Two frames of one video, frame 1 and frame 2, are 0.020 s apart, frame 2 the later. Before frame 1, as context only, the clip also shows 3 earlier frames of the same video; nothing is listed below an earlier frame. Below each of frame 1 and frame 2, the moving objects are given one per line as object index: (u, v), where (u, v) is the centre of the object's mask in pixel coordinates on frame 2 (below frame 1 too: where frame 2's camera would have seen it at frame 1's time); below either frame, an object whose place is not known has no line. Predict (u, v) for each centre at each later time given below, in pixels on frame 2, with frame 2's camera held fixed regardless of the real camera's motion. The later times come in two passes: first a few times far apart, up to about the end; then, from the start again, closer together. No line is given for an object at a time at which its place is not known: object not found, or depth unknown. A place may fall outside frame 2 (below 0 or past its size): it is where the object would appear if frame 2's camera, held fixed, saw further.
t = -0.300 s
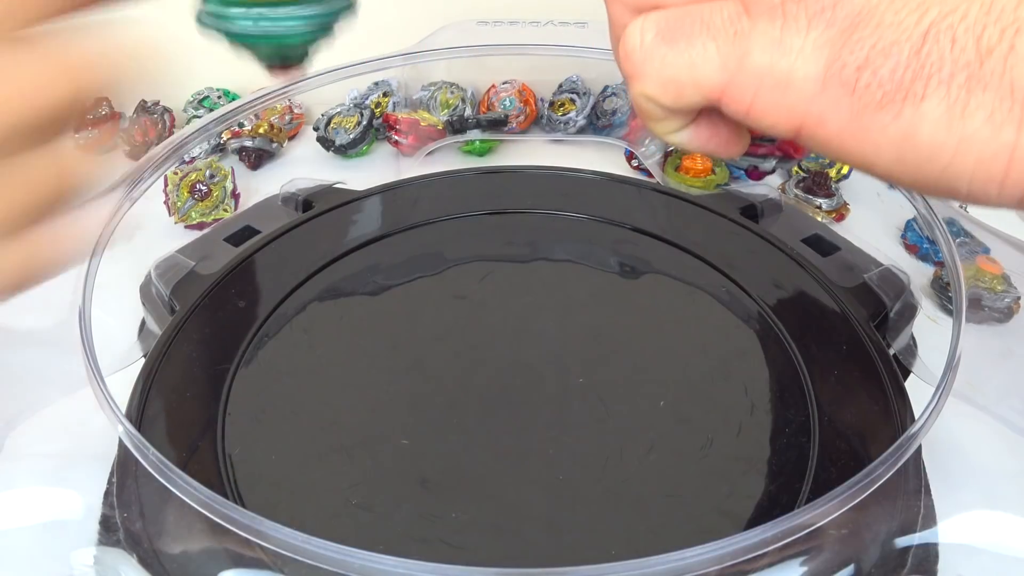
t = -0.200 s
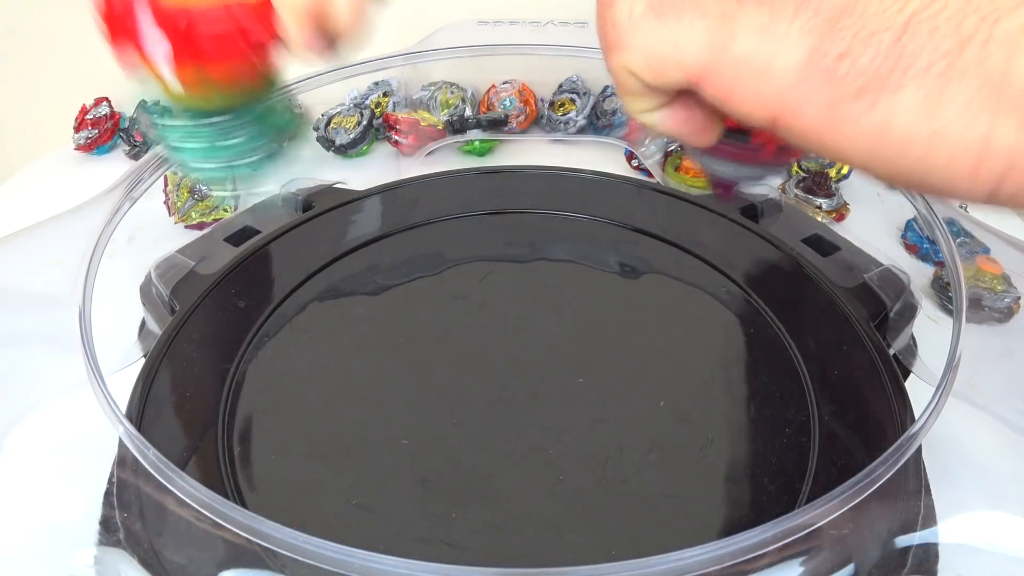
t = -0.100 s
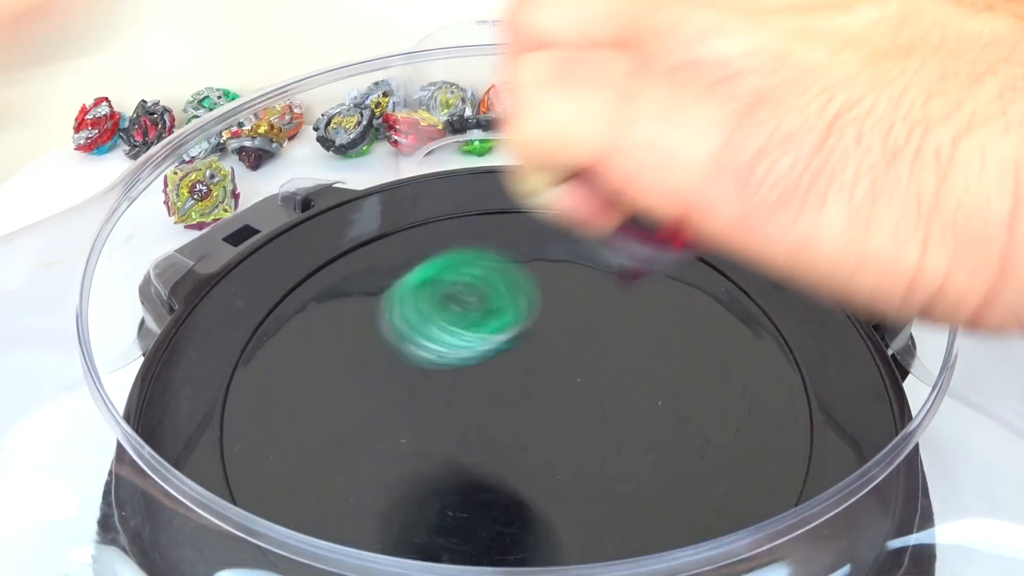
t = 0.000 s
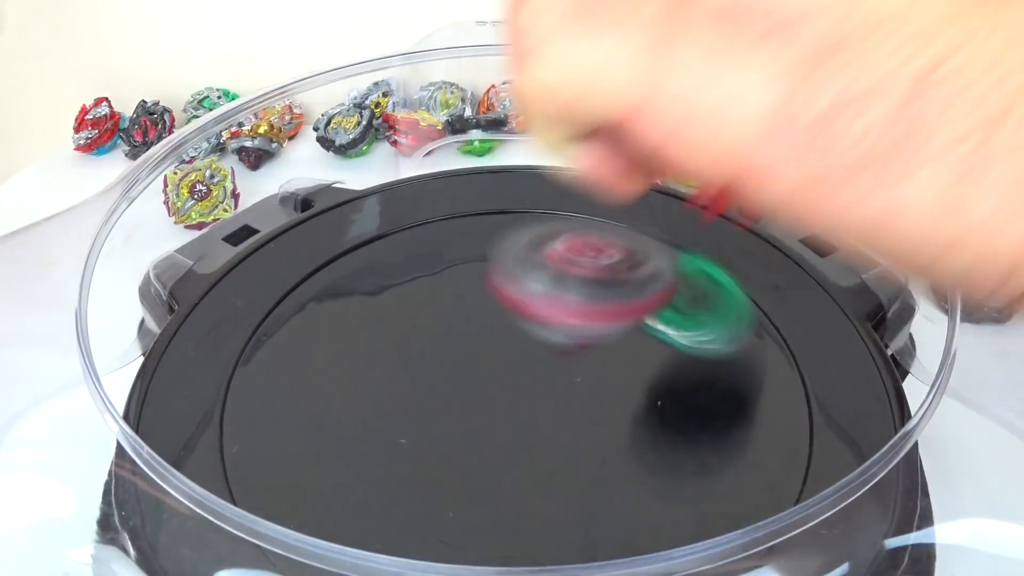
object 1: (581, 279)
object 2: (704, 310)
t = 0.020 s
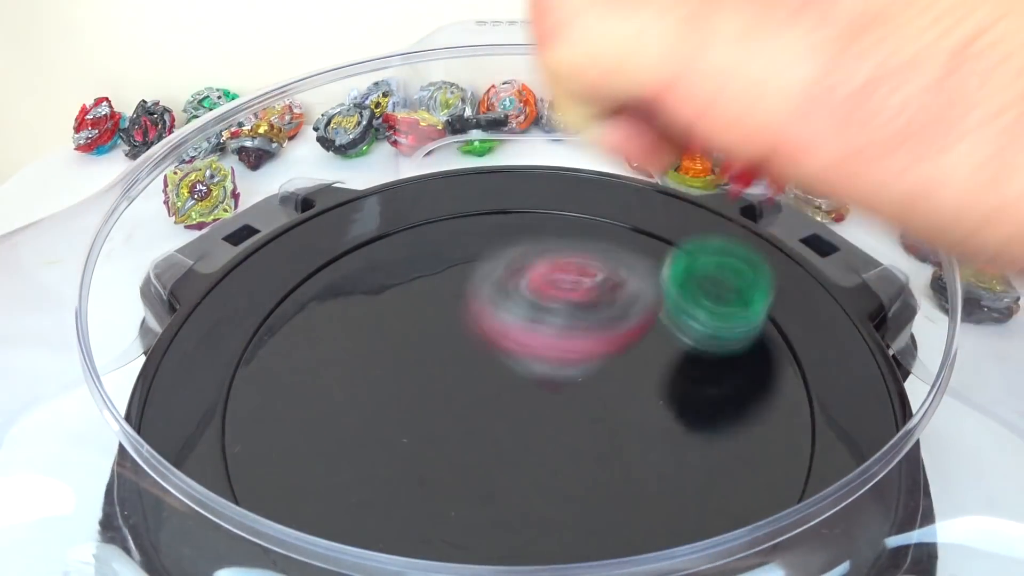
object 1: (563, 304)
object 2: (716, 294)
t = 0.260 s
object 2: (666, 184)
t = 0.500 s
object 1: (515, 389)
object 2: (456, 269)
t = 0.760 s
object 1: (535, 487)
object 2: (333, 309)
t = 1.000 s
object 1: (561, 492)
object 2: (407, 450)
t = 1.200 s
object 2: (392, 398)
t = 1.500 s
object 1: (705, 241)
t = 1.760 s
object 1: (669, 265)
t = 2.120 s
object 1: (505, 335)
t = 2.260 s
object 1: (500, 309)
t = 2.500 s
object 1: (520, 177)
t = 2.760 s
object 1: (494, 260)
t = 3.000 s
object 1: (539, 247)
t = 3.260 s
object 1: (478, 282)
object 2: (503, 377)
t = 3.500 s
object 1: (434, 261)
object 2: (510, 376)
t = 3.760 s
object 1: (452, 261)
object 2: (581, 421)
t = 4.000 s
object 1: (435, 338)
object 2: (618, 389)
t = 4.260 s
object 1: (430, 388)
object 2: (567, 361)
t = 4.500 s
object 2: (516, 346)
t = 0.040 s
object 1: (538, 340)
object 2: (731, 251)
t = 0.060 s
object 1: (514, 388)
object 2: (746, 220)
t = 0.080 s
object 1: (492, 442)
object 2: (760, 190)
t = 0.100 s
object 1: (474, 493)
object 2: (772, 170)
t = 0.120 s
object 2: (768, 162)
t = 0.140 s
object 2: (754, 167)
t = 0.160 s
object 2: (739, 178)
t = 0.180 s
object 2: (723, 198)
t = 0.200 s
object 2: (707, 216)
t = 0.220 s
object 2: (696, 204)
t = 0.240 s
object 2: (682, 191)
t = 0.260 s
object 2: (666, 184)
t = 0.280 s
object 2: (649, 187)
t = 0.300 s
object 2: (631, 195)
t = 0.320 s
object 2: (612, 213)
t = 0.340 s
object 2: (594, 232)
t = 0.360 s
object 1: (443, 431)
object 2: (577, 237)
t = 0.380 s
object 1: (454, 429)
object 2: (561, 234)
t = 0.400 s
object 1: (467, 407)
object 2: (543, 238)
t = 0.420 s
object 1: (479, 392)
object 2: (525, 250)
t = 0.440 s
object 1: (491, 383)
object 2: (507, 268)
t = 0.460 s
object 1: (501, 375)
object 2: (489, 281)
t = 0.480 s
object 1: (507, 374)
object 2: (472, 277)
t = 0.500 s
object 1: (515, 389)
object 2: (456, 269)
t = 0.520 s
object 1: (525, 401)
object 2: (440, 262)
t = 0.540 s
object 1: (536, 414)
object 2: (425, 255)
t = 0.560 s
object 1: (545, 426)
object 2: (410, 249)
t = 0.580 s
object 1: (553, 437)
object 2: (398, 246)
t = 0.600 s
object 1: (560, 446)
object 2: (386, 245)
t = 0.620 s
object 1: (565, 456)
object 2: (375, 245)
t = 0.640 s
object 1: (567, 463)
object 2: (366, 248)
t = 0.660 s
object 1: (567, 471)
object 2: (358, 254)
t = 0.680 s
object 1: (565, 477)
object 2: (352, 261)
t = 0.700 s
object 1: (560, 482)
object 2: (346, 270)
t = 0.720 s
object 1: (553, 487)
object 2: (340, 281)
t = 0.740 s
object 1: (544, 488)
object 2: (336, 294)
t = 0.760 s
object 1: (535, 487)
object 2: (333, 309)
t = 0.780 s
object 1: (526, 484)
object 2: (333, 325)
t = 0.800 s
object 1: (515, 481)
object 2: (335, 343)
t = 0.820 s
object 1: (503, 477)
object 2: (340, 361)
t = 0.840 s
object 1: (491, 472)
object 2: (349, 381)
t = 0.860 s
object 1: (479, 467)
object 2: (360, 399)
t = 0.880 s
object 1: (488, 471)
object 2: (363, 410)
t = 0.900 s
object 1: (505, 477)
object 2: (363, 416)
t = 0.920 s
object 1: (519, 482)
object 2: (366, 422)
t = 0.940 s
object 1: (531, 485)
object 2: (371, 429)
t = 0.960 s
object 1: (543, 489)
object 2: (381, 437)
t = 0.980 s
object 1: (554, 491)
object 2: (393, 443)
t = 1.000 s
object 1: (561, 492)
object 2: (407, 450)
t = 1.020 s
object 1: (568, 493)
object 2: (421, 456)
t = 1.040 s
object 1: (605, 497)
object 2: (415, 450)
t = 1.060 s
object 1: (644, 499)
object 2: (405, 443)
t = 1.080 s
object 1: (679, 497)
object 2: (395, 435)
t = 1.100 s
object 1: (707, 494)
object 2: (390, 429)
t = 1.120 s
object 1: (733, 487)
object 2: (387, 422)
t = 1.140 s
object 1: (752, 483)
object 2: (385, 415)
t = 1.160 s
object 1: (764, 474)
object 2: (386, 409)
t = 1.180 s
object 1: (770, 470)
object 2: (389, 403)
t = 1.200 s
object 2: (392, 398)
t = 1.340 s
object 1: (651, 369)
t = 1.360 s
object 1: (630, 352)
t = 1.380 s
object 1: (608, 342)
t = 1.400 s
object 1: (587, 338)
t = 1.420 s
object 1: (608, 322)
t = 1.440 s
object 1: (636, 295)
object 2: (382, 374)
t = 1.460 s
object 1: (662, 274)
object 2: (342, 374)
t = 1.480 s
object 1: (685, 260)
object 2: (302, 374)
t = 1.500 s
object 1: (705, 241)
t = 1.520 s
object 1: (720, 216)
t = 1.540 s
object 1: (740, 194)
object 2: (214, 369)
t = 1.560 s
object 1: (742, 184)
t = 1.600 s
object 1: (740, 201)
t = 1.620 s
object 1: (729, 218)
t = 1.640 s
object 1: (723, 235)
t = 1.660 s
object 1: (717, 228)
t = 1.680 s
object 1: (710, 221)
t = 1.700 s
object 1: (703, 220)
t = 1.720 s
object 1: (694, 228)
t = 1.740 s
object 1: (682, 242)
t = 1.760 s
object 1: (669, 265)
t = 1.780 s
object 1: (652, 297)
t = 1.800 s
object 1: (633, 330)
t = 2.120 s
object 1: (505, 335)
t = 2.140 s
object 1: (505, 323)
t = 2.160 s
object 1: (504, 318)
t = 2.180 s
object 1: (504, 321)
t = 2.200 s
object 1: (503, 328)
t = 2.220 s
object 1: (502, 320)
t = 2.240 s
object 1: (501, 311)
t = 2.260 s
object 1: (500, 309)
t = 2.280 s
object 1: (500, 311)
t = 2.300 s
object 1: (503, 298)
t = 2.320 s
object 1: (508, 266)
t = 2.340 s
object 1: (511, 240)
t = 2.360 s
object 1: (515, 222)
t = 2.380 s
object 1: (517, 212)
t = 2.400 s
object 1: (519, 206)
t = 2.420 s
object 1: (520, 192)
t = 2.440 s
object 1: (521, 184)
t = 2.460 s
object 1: (521, 180)
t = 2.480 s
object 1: (521, 179)
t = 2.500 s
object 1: (520, 177)
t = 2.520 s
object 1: (517, 176)
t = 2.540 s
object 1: (514, 177)
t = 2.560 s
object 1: (512, 175)
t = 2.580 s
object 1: (509, 178)
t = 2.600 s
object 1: (507, 177)
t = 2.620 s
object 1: (503, 177)
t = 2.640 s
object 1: (500, 183)
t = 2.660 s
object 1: (498, 192)
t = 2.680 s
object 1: (496, 206)
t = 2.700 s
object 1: (495, 219)
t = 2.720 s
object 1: (495, 230)
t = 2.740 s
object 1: (495, 250)
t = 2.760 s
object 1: (494, 260)
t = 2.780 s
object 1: (494, 275)
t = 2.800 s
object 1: (494, 297)
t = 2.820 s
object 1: (496, 308)
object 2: (489, 410)
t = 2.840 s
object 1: (501, 299)
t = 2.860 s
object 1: (510, 282)
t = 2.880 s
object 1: (518, 273)
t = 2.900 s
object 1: (527, 271)
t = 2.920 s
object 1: (530, 260)
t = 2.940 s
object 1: (532, 249)
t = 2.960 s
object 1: (535, 244)
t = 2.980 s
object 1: (537, 246)
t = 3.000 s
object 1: (539, 247)
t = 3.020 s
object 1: (541, 249)
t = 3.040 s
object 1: (540, 247)
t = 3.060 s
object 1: (538, 251)
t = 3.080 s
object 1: (536, 252)
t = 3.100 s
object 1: (532, 253)
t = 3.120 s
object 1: (529, 258)
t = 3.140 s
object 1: (523, 256)
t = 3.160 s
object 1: (517, 261)
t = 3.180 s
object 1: (509, 263)
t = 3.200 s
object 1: (501, 268)
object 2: (499, 414)
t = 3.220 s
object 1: (493, 273)
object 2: (501, 401)
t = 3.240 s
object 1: (485, 276)
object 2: (502, 389)
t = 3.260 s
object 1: (478, 282)
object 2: (503, 377)
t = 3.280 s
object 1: (471, 281)
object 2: (503, 371)
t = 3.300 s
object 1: (464, 271)
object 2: (505, 376)
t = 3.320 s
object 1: (458, 260)
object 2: (506, 380)
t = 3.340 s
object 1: (453, 252)
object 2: (508, 384)
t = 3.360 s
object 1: (446, 245)
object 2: (509, 386)
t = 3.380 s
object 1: (441, 242)
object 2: (510, 388)
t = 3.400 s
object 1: (436, 240)
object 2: (510, 388)
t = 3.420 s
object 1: (433, 241)
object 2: (511, 388)
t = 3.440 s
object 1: (431, 244)
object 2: (511, 386)
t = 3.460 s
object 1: (431, 248)
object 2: (511, 383)
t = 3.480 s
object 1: (432, 254)
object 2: (511, 380)
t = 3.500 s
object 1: (434, 261)
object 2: (510, 376)
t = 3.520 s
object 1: (438, 269)
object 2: (508, 371)
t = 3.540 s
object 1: (443, 278)
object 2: (506, 367)
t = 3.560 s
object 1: (446, 284)
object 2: (504, 366)
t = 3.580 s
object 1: (444, 281)
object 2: (512, 377)
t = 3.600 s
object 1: (441, 278)
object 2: (520, 387)
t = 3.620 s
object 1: (439, 275)
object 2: (528, 396)
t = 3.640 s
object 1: (438, 271)
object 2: (537, 403)
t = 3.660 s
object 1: (439, 268)
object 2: (545, 409)
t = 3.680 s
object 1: (442, 265)
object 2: (551, 413)
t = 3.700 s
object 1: (444, 263)
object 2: (558, 416)
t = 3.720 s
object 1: (447, 262)
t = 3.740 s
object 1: (449, 261)
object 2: (573, 420)
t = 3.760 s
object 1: (452, 261)
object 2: (581, 421)
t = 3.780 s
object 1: (454, 262)
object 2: (588, 420)
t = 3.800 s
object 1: (454, 264)
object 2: (594, 418)
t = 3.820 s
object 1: (454, 268)
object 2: (600, 416)
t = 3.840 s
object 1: (452, 274)
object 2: (605, 414)
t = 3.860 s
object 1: (450, 281)
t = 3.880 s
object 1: (448, 289)
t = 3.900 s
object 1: (445, 298)
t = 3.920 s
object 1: (441, 306)
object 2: (617, 402)
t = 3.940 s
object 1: (438, 314)
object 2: (618, 399)
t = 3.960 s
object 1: (436, 322)
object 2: (619, 395)
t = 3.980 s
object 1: (436, 330)
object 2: (619, 392)
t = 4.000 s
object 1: (435, 338)
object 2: (618, 389)
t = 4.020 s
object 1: (435, 346)
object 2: (617, 386)
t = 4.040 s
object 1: (436, 351)
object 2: (615, 384)
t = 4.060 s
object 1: (438, 355)
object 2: (613, 381)
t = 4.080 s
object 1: (440, 360)
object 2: (610, 378)
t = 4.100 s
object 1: (442, 363)
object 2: (607, 376)
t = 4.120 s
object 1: (442, 364)
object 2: (604, 373)
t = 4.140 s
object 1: (442, 365)
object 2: (600, 371)
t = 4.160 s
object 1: (441, 369)
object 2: (595, 368)
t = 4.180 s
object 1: (440, 373)
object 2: (589, 366)
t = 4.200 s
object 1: (437, 375)
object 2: (584, 364)
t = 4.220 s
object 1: (435, 379)
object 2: (578, 363)
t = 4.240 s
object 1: (432, 383)
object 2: (573, 362)
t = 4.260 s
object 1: (430, 388)
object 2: (567, 361)
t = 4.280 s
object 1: (427, 392)
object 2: (560, 360)
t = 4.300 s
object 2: (554, 359)
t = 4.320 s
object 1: (422, 400)
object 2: (548, 358)
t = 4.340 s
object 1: (420, 404)
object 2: (542, 357)
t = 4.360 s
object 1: (418, 406)
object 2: (536, 356)
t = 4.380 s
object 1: (416, 408)
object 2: (530, 355)
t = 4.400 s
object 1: (414, 409)
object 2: (526, 354)
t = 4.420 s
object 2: (525, 352)
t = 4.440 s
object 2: (524, 350)
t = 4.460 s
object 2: (522, 348)
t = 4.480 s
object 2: (519, 347)
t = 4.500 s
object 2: (516, 346)
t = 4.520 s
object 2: (514, 345)
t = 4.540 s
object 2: (510, 344)
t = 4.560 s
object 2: (506, 343)
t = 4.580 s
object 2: (502, 343)
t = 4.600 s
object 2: (499, 342)
